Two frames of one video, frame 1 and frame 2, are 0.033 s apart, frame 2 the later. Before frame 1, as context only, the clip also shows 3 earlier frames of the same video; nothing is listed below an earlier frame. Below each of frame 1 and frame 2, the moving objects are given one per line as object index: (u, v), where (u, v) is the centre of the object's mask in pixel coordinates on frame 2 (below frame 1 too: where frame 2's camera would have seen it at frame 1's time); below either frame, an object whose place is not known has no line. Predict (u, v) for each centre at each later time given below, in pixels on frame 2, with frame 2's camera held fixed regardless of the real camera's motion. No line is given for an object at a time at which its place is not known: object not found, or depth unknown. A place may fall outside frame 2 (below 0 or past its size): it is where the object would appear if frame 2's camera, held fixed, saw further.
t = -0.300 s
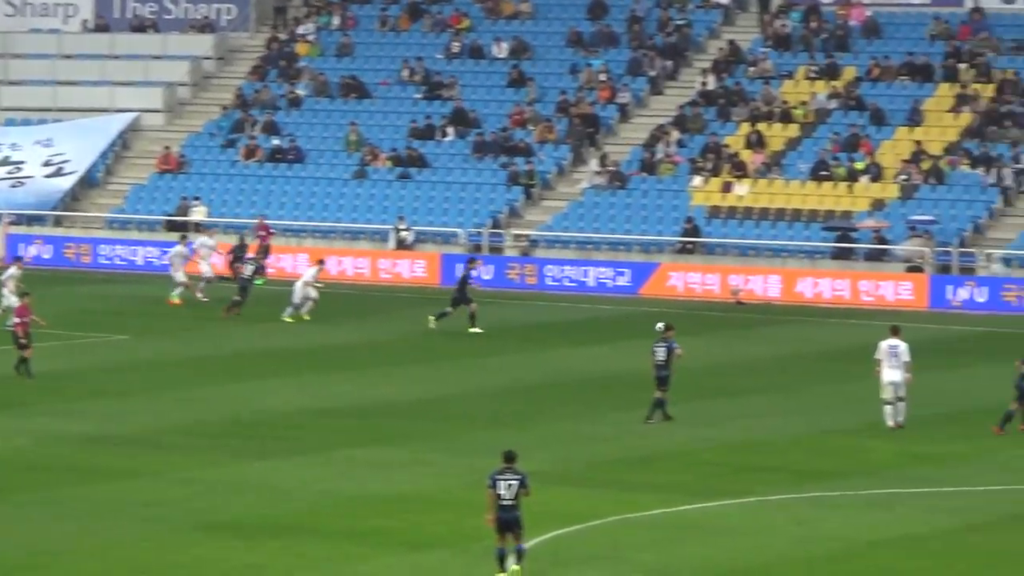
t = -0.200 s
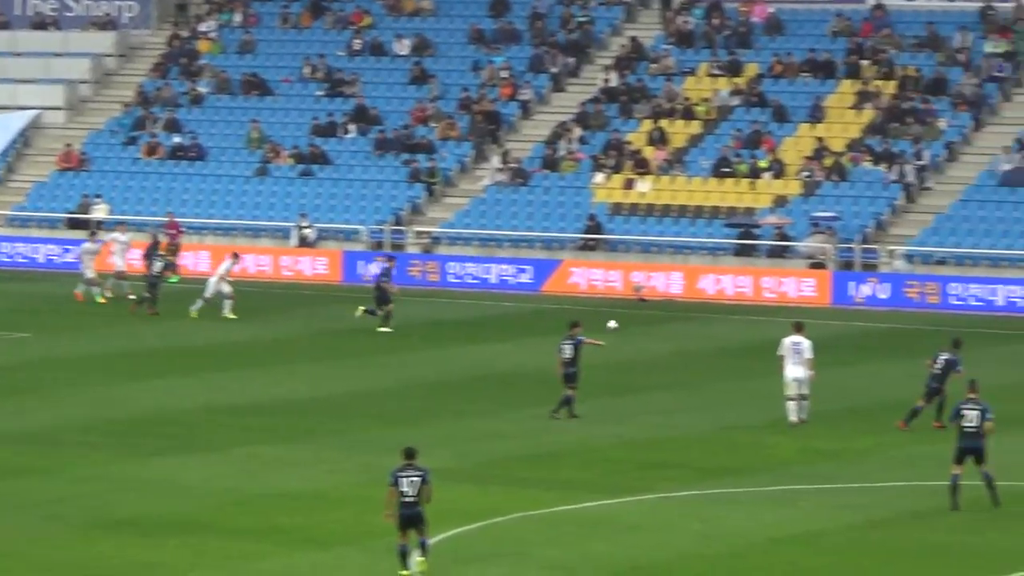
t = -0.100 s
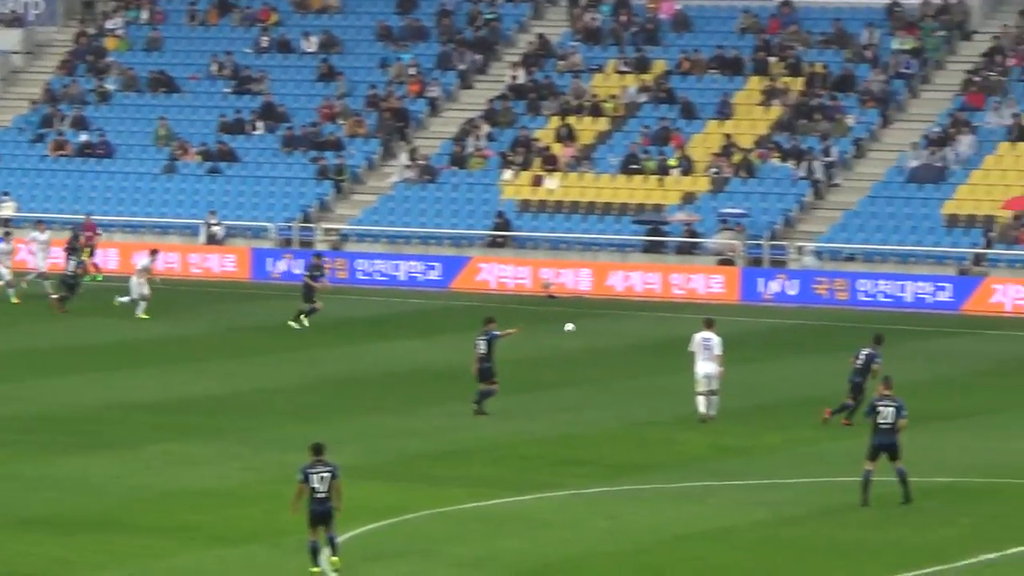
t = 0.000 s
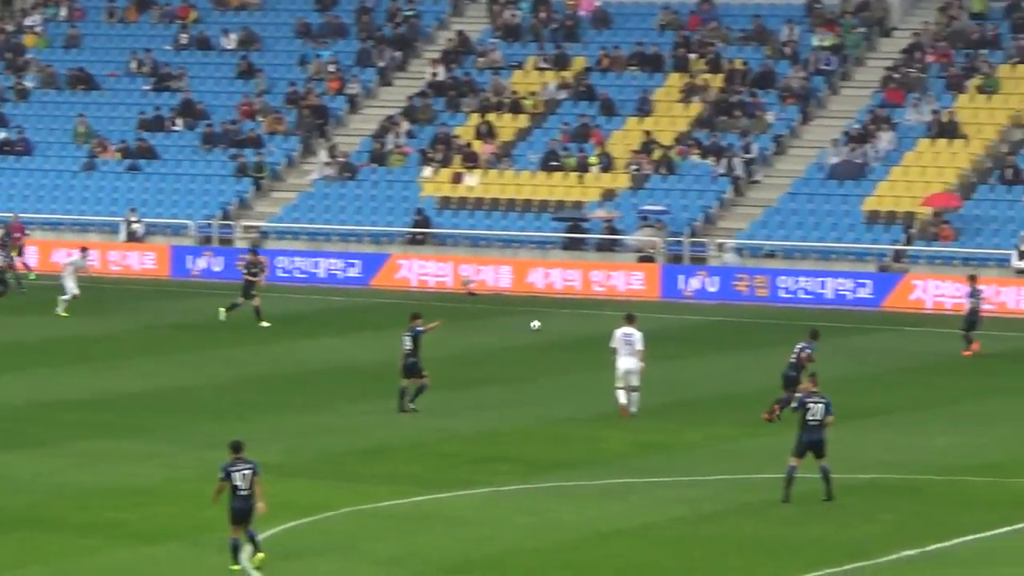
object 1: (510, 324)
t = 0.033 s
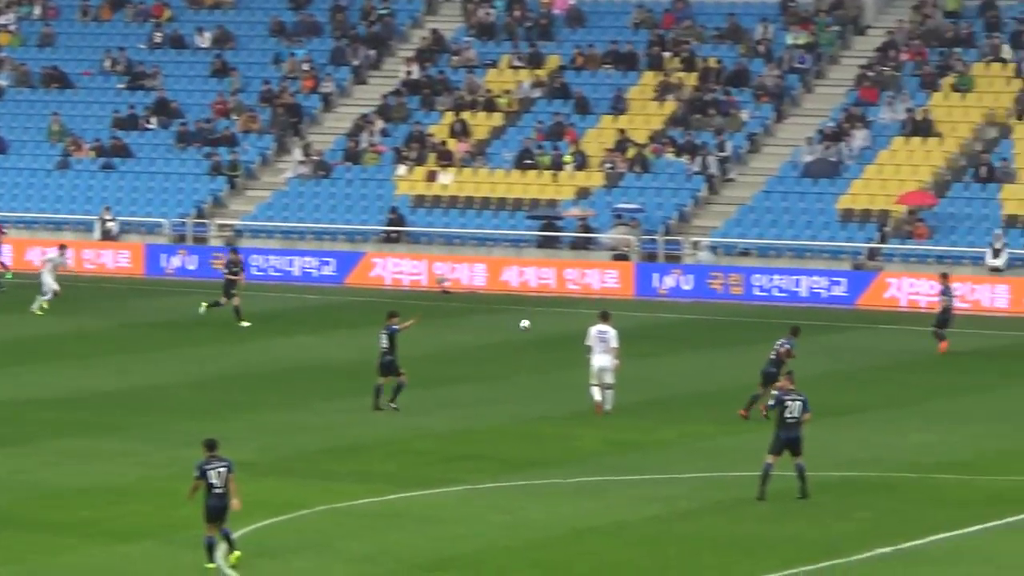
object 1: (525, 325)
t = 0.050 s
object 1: (532, 325)
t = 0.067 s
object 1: (539, 326)
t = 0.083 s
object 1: (546, 326)
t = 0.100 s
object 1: (553, 327)
